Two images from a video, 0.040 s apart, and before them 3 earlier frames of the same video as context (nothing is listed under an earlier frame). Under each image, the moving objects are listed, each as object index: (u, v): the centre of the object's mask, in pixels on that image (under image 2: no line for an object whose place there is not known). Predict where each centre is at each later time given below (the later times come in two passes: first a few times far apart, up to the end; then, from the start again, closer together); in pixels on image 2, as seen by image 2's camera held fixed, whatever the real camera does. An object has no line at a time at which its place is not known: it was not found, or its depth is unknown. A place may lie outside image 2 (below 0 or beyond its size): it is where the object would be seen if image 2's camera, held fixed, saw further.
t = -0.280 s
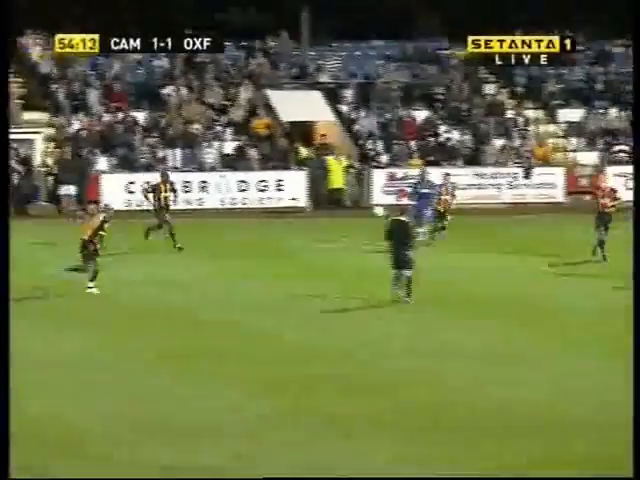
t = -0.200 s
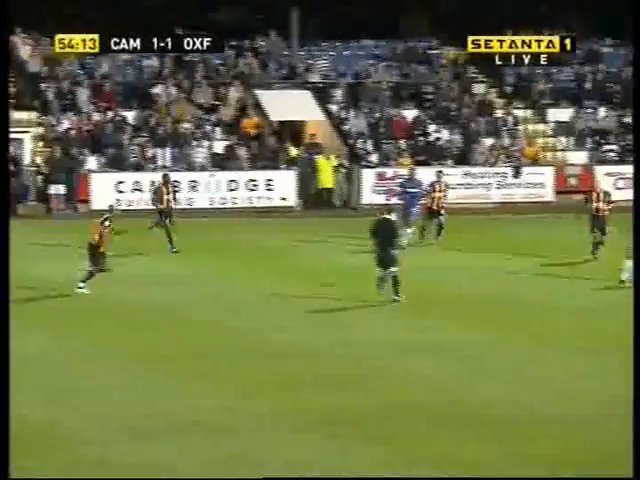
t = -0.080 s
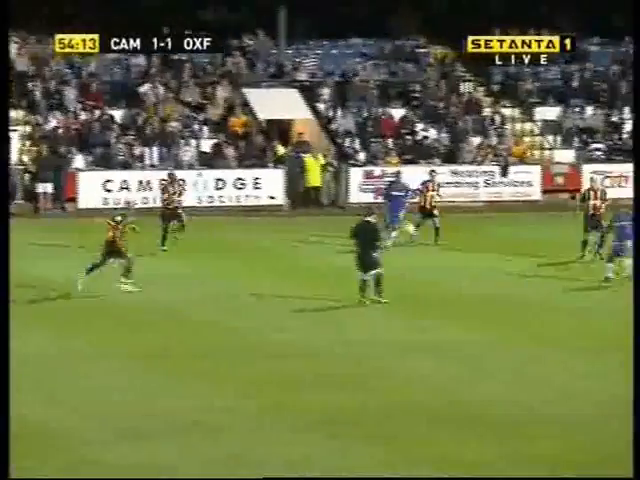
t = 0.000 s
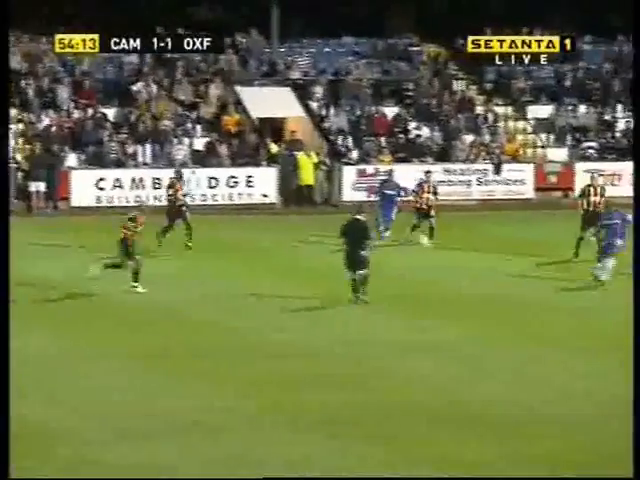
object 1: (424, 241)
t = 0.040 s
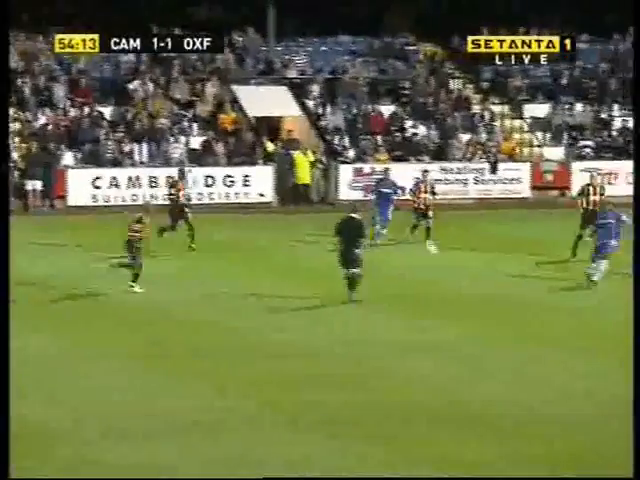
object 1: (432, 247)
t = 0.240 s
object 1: (479, 273)
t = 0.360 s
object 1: (502, 263)
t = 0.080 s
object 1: (441, 255)
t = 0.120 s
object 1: (451, 266)
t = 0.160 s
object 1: (460, 277)
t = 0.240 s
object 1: (479, 273)
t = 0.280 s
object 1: (486, 269)
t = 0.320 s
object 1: (495, 265)
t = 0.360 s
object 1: (502, 263)
